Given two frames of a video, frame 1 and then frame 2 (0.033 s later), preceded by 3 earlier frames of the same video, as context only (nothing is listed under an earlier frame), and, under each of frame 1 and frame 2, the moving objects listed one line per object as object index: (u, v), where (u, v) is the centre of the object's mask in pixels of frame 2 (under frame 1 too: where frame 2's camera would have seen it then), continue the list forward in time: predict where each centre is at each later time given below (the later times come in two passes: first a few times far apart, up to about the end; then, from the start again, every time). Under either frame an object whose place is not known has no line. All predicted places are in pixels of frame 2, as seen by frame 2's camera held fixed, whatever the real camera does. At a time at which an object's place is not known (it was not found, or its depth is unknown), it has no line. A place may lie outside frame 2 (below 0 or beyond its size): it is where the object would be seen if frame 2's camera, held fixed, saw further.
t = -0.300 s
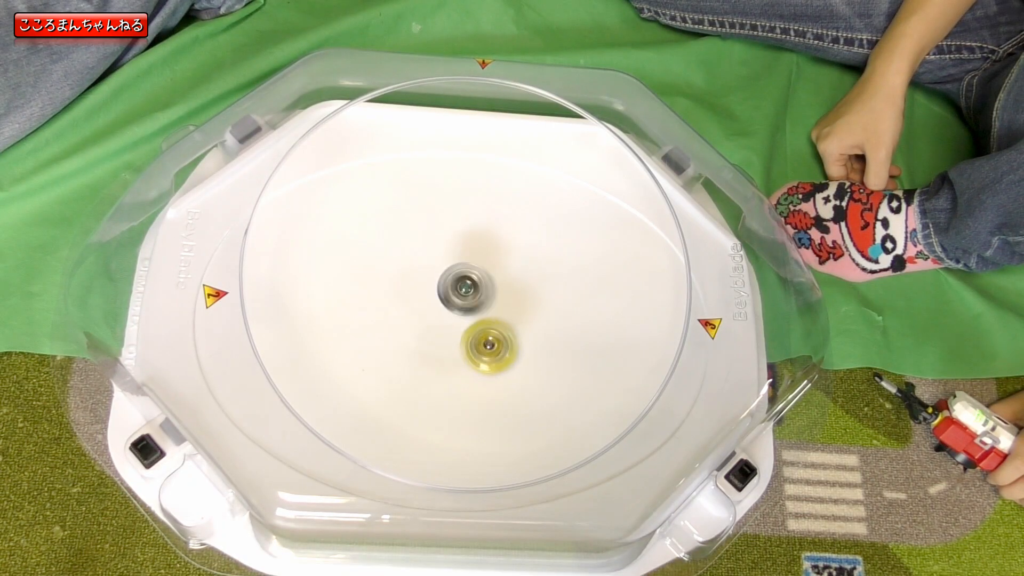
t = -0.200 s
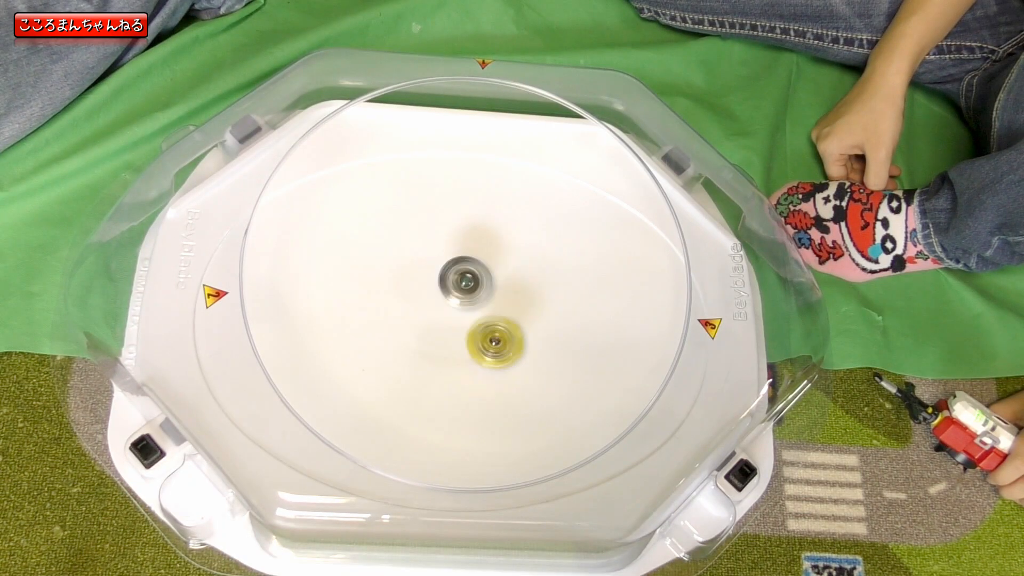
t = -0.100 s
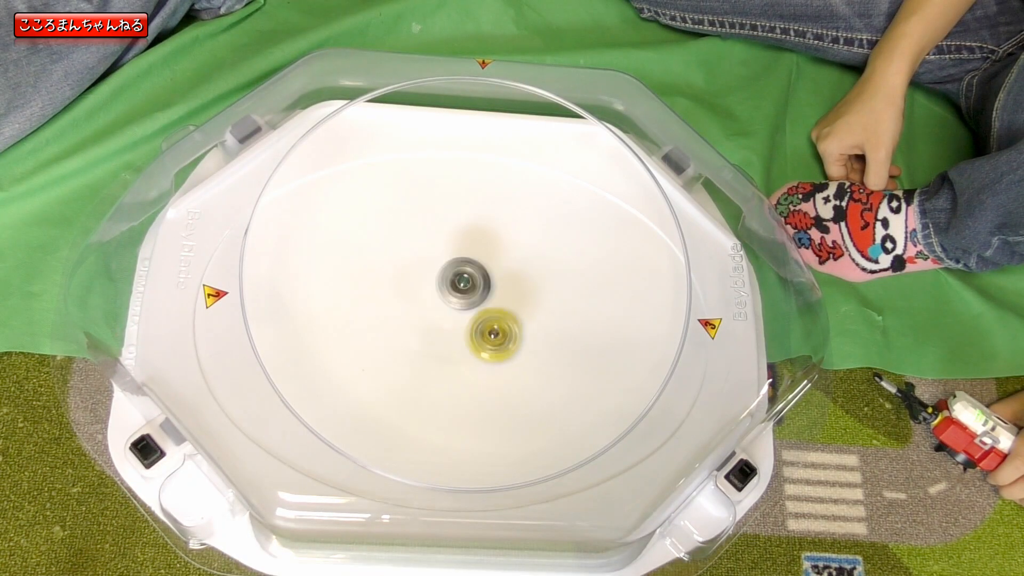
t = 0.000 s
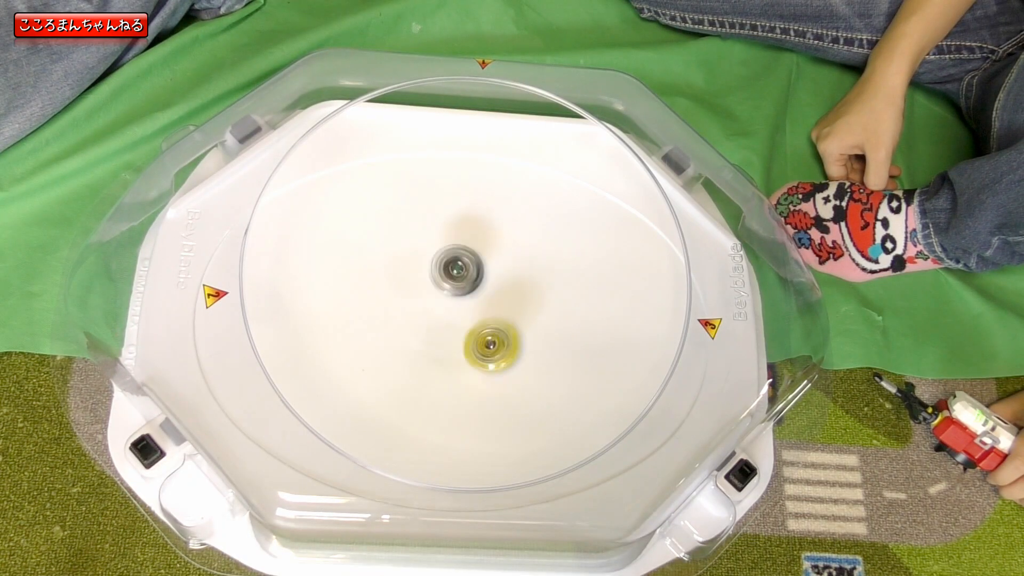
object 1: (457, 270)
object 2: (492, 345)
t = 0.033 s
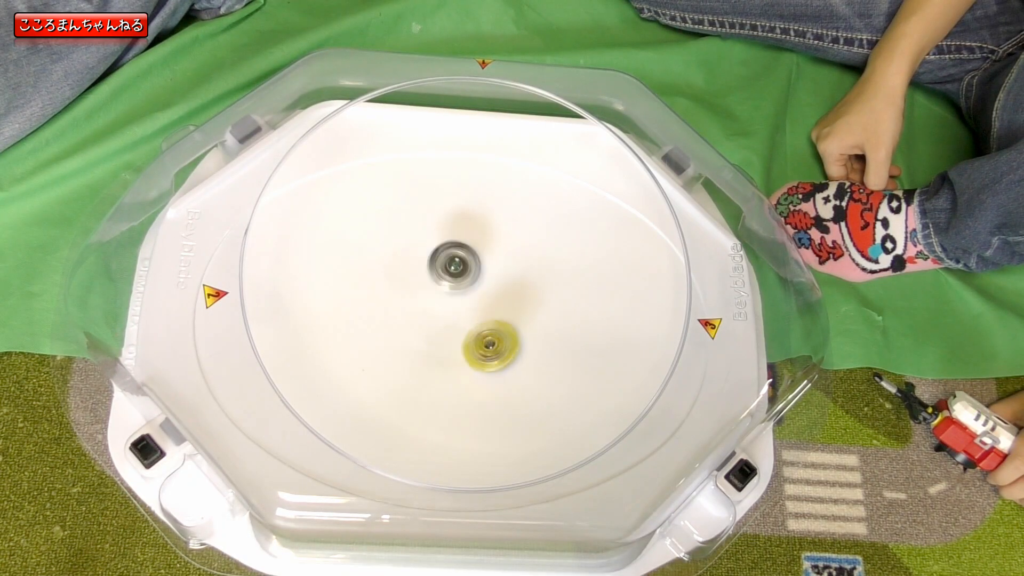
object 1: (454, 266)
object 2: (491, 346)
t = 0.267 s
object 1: (439, 265)
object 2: (475, 346)
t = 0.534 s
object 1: (436, 297)
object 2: (473, 344)
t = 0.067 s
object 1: (451, 263)
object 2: (491, 346)
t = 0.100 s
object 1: (450, 262)
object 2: (490, 347)
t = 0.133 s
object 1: (447, 260)
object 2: (489, 349)
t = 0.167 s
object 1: (444, 261)
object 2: (485, 349)
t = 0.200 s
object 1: (443, 261)
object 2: (480, 349)
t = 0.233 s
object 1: (441, 262)
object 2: (477, 347)
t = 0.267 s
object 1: (439, 265)
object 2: (475, 346)
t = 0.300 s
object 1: (438, 268)
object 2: (473, 344)
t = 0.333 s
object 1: (437, 271)
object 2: (472, 342)
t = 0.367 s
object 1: (436, 276)
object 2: (472, 340)
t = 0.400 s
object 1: (436, 281)
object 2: (471, 337)
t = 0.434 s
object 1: (436, 287)
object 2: (471, 335)
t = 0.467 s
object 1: (437, 292)
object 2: (472, 335)
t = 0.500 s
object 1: (437, 296)
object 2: (472, 338)
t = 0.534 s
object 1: (436, 297)
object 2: (473, 344)
